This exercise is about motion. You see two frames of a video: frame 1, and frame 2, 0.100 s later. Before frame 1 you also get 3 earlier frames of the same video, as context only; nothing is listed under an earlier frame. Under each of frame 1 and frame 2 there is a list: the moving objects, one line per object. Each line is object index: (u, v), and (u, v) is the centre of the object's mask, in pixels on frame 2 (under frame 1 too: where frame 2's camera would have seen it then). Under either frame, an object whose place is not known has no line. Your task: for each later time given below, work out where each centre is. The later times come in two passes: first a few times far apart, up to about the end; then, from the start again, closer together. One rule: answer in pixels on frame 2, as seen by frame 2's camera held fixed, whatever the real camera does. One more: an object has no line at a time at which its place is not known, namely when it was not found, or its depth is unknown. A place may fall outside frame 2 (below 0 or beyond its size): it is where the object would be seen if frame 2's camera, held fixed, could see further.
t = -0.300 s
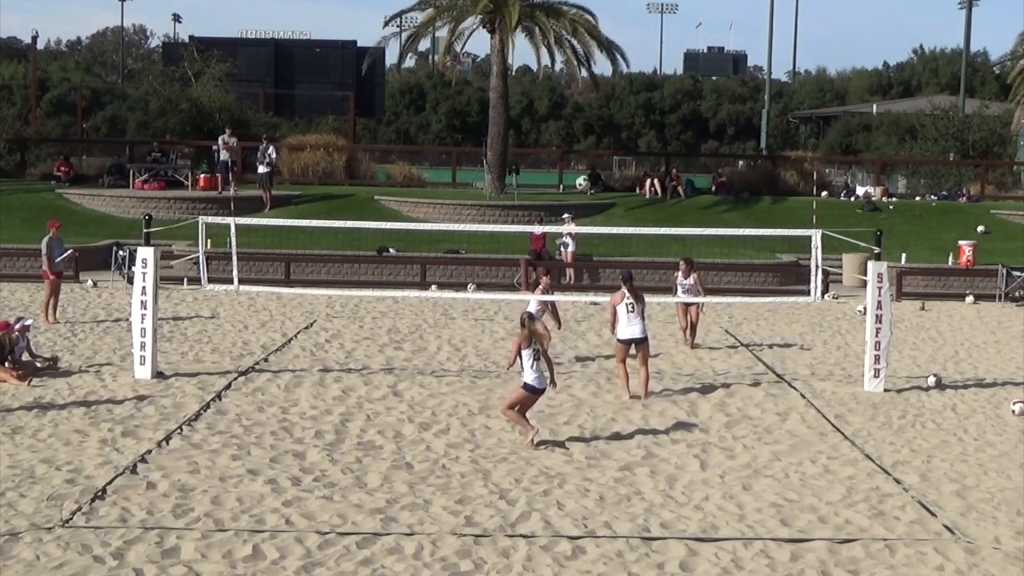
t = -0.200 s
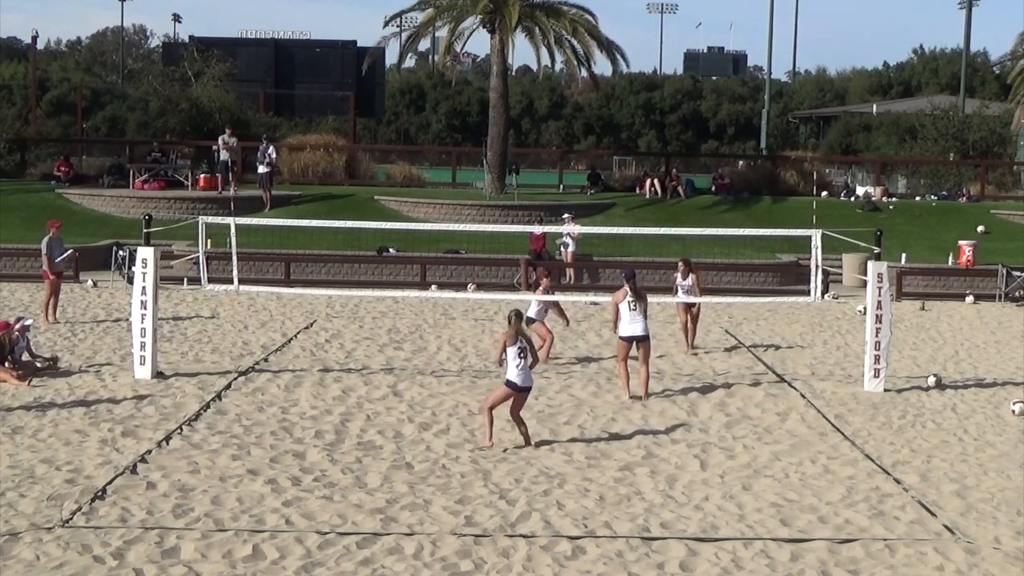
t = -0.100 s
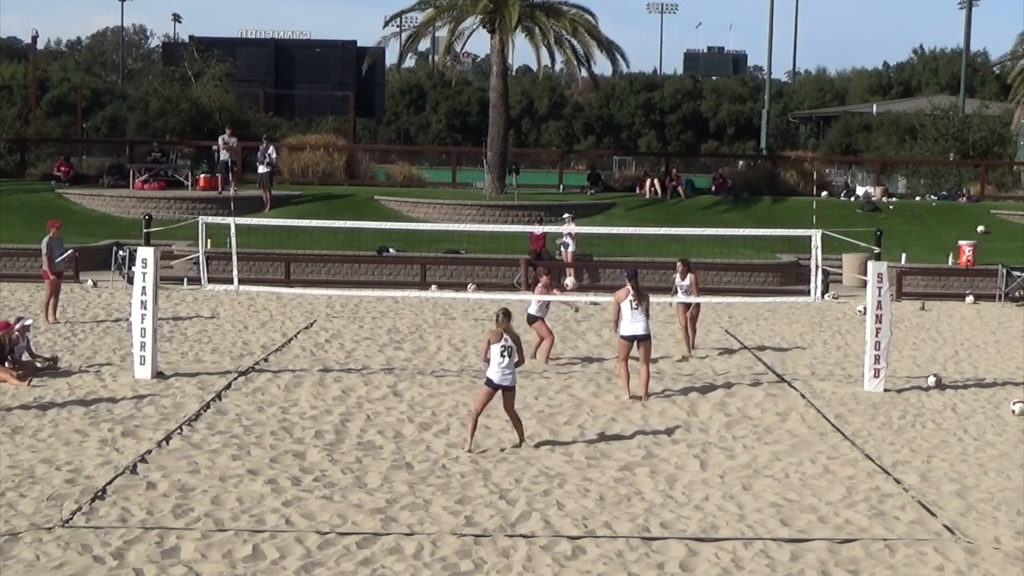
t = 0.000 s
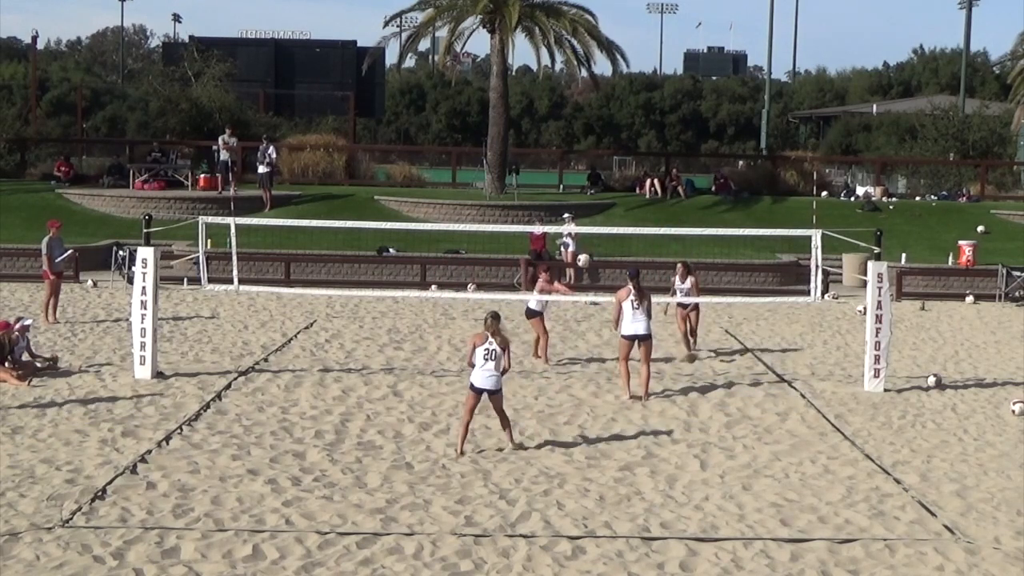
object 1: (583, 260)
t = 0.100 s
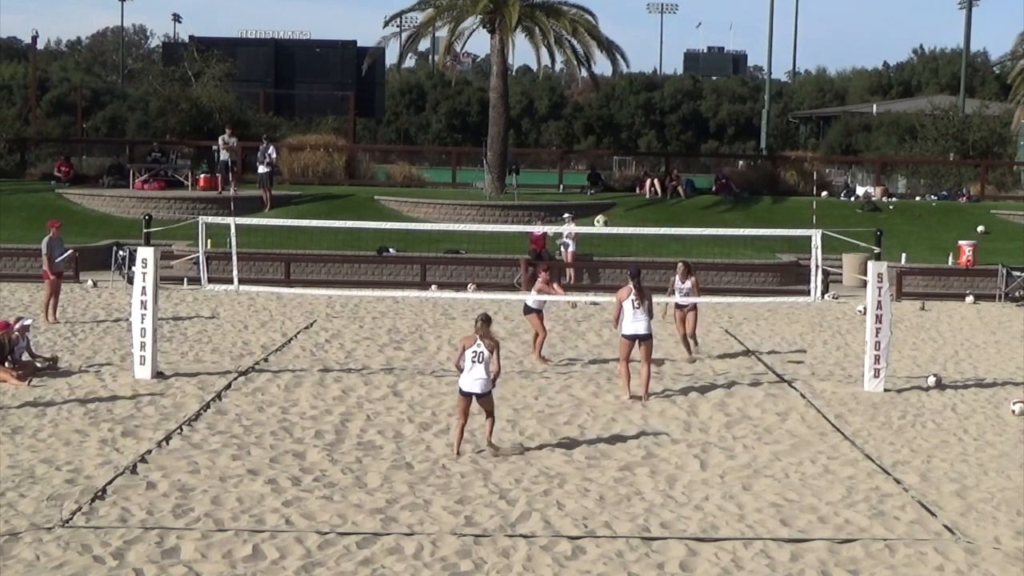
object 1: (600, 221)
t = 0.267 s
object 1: (631, 170)
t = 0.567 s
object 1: (689, 126)
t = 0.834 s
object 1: (743, 143)
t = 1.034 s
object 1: (785, 196)
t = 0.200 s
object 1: (619, 188)
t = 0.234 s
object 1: (625, 178)
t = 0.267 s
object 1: (631, 170)
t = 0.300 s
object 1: (637, 161)
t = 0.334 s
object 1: (644, 155)
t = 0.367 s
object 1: (650, 149)
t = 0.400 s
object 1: (656, 143)
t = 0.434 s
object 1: (663, 138)
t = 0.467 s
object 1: (669, 133)
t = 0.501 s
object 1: (675, 130)
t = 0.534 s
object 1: (682, 128)
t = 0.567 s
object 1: (689, 126)
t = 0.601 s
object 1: (695, 125)
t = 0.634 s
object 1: (702, 125)
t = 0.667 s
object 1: (708, 126)
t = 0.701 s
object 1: (715, 128)
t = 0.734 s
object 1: (722, 130)
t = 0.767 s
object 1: (729, 133)
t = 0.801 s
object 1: (736, 138)
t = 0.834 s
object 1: (743, 143)
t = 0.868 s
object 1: (750, 150)
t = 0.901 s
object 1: (757, 157)
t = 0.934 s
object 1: (764, 165)
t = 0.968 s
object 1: (771, 174)
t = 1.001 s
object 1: (778, 185)
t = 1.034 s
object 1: (785, 196)
